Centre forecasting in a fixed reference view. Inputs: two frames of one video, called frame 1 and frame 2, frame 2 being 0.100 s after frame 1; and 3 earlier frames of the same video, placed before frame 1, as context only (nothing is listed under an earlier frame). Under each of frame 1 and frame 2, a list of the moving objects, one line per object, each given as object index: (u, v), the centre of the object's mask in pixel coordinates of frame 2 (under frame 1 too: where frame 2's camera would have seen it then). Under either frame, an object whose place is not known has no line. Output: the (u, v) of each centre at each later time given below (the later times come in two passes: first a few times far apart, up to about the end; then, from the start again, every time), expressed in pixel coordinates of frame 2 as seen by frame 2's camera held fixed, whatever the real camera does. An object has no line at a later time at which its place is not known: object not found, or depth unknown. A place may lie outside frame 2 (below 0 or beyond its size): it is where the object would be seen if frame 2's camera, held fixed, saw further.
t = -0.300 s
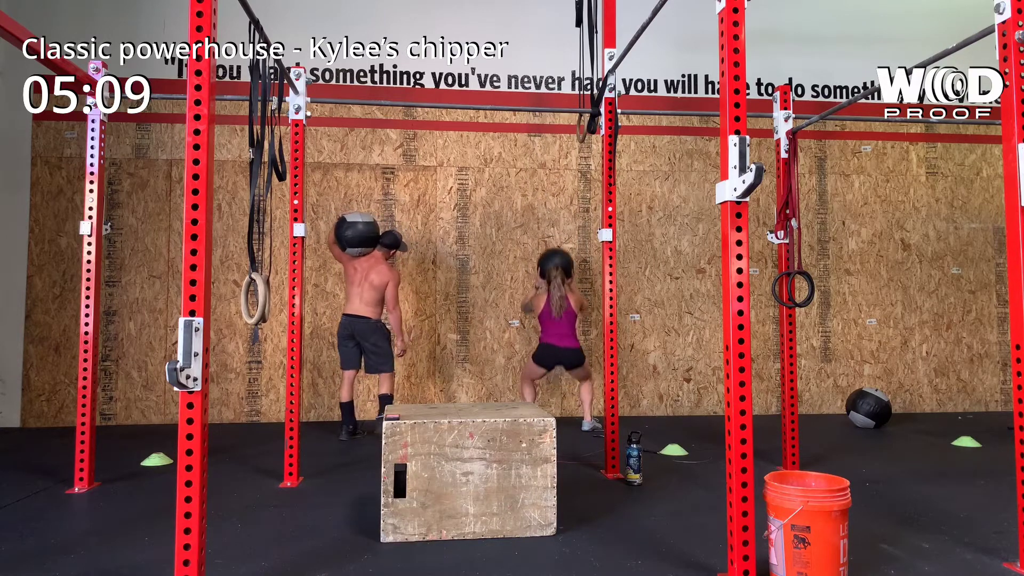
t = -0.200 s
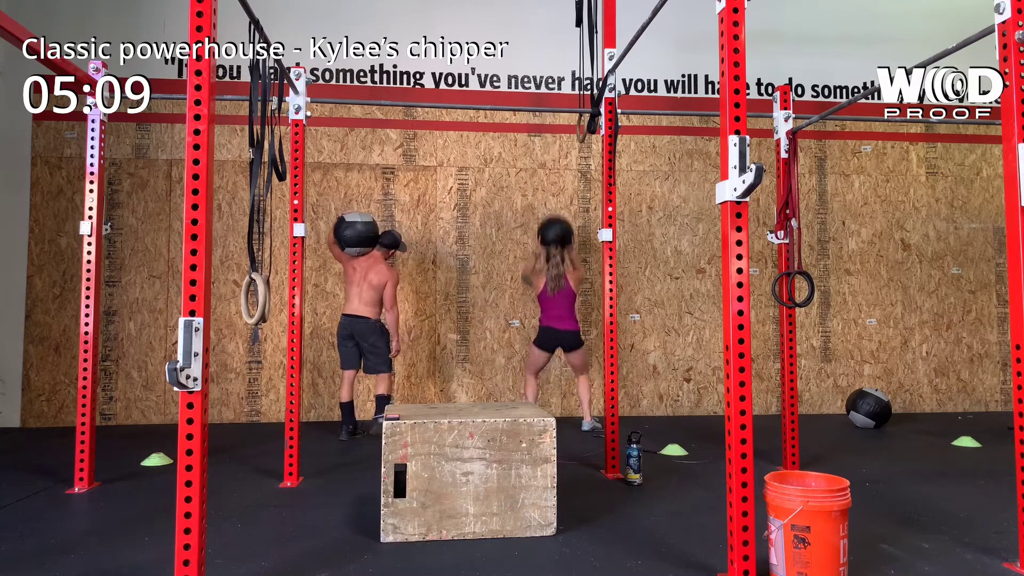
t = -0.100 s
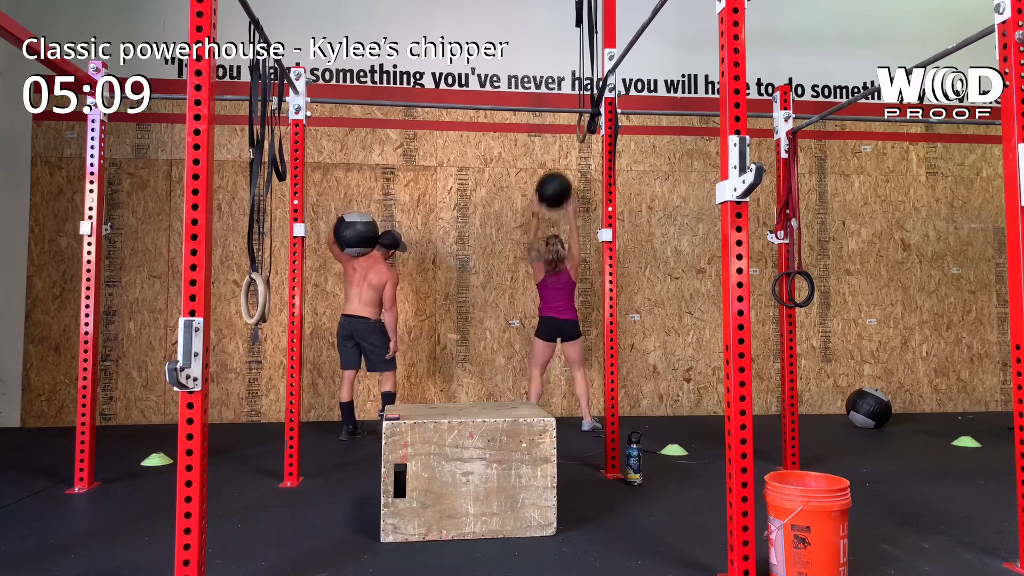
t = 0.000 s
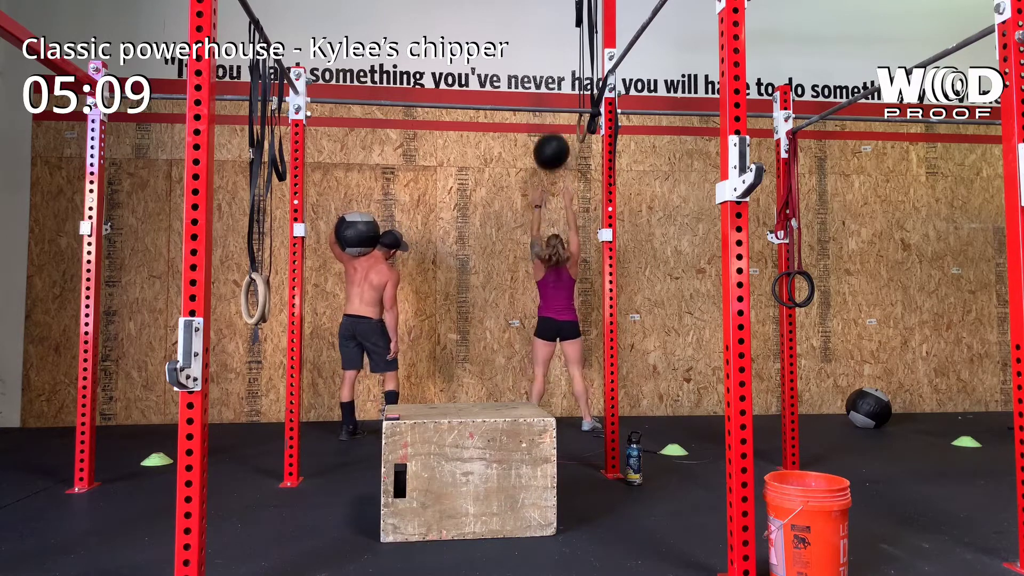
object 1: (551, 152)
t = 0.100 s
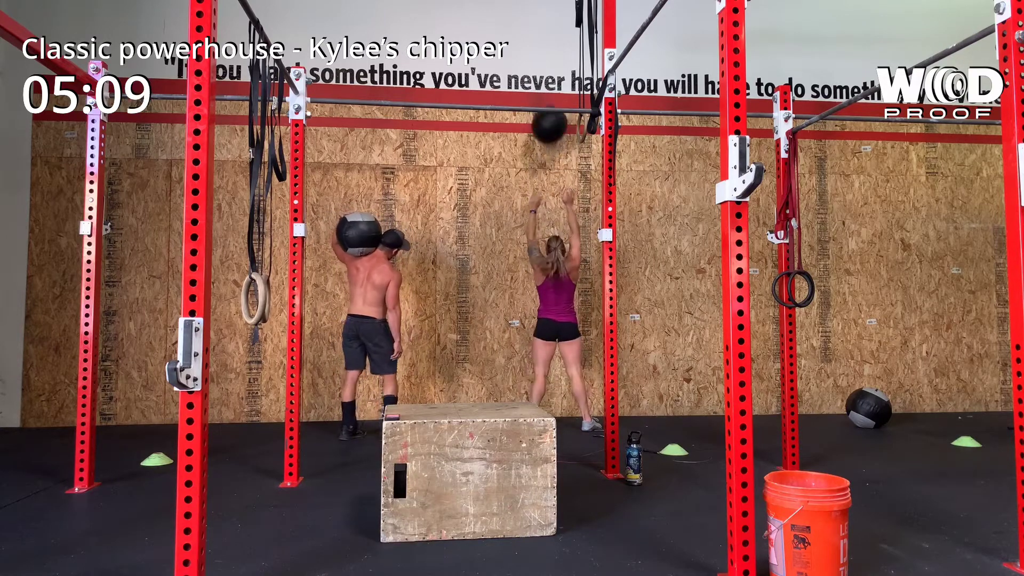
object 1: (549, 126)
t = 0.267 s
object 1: (547, 103)
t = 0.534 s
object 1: (549, 124)
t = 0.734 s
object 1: (552, 182)
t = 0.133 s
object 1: (548, 119)
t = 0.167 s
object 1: (548, 113)
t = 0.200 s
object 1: (547, 107)
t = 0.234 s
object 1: (547, 105)
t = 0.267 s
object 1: (547, 103)
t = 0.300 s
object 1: (546, 101)
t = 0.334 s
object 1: (547, 100)
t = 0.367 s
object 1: (547, 101)
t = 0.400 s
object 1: (547, 102)
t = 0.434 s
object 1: (548, 105)
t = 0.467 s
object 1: (548, 107)
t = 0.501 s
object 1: (549, 115)
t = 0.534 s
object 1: (549, 124)
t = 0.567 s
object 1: (549, 128)
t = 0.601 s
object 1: (550, 136)
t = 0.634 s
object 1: (550, 145)
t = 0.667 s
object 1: (551, 156)
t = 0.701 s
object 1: (551, 169)
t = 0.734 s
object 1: (552, 182)
